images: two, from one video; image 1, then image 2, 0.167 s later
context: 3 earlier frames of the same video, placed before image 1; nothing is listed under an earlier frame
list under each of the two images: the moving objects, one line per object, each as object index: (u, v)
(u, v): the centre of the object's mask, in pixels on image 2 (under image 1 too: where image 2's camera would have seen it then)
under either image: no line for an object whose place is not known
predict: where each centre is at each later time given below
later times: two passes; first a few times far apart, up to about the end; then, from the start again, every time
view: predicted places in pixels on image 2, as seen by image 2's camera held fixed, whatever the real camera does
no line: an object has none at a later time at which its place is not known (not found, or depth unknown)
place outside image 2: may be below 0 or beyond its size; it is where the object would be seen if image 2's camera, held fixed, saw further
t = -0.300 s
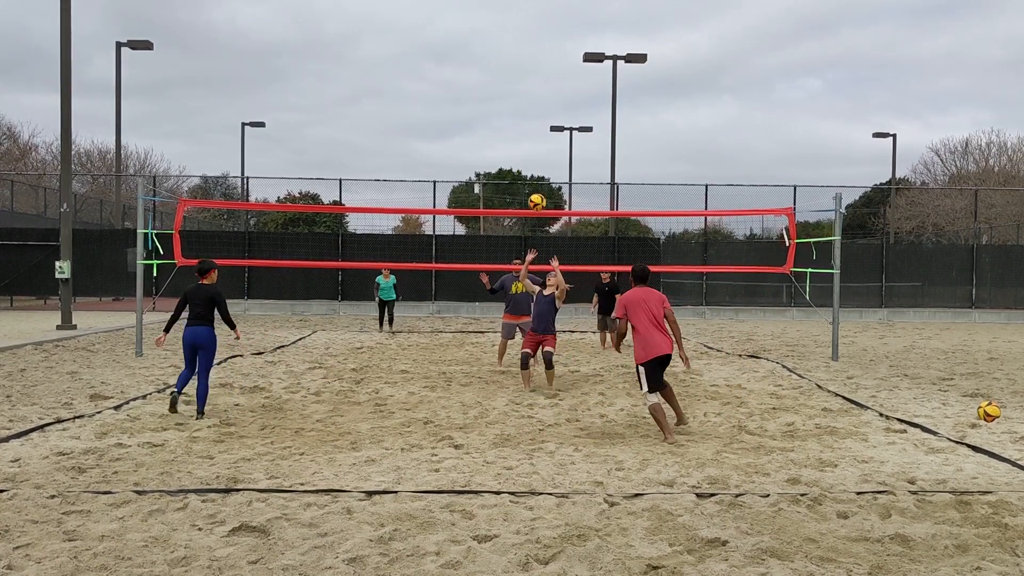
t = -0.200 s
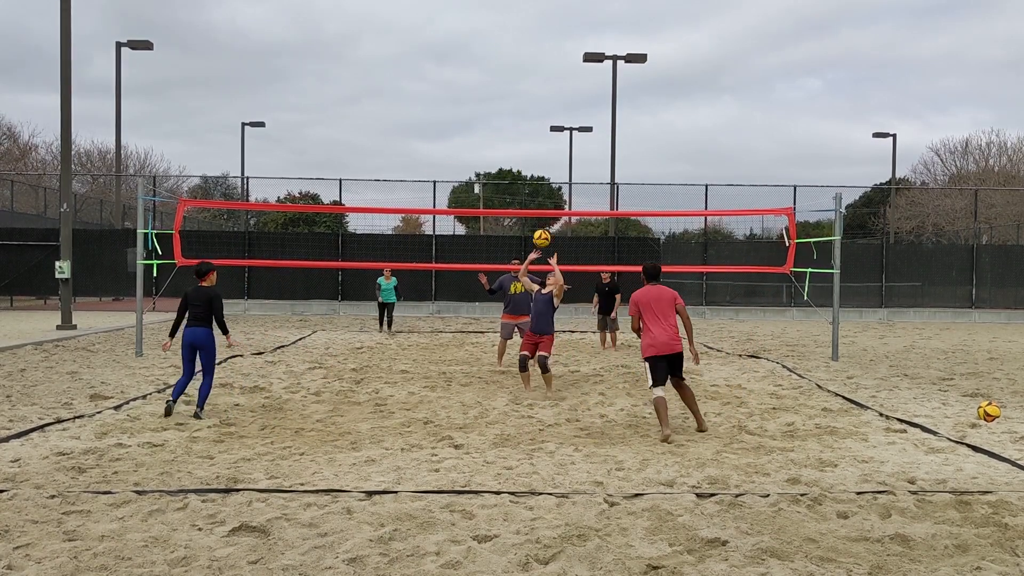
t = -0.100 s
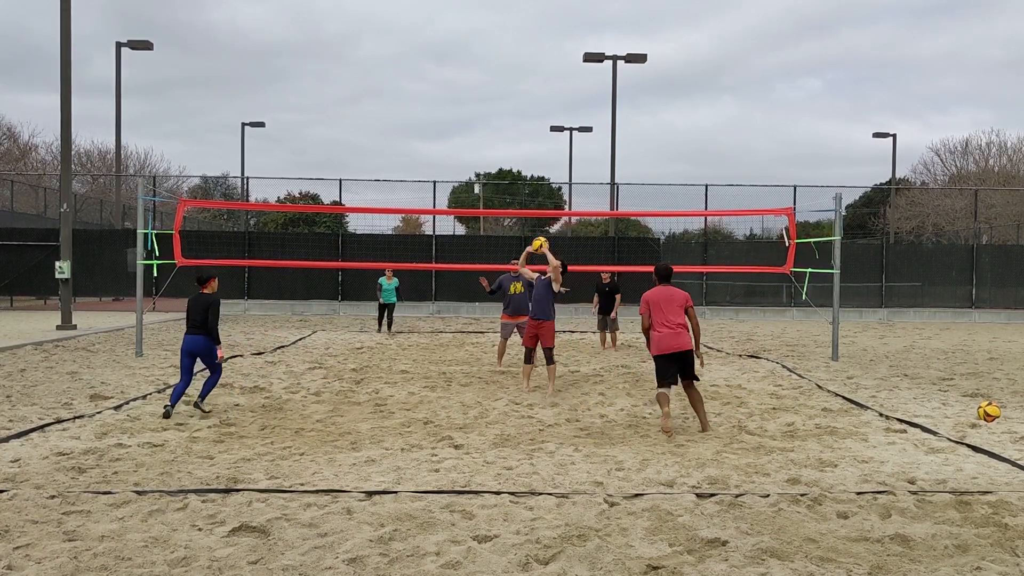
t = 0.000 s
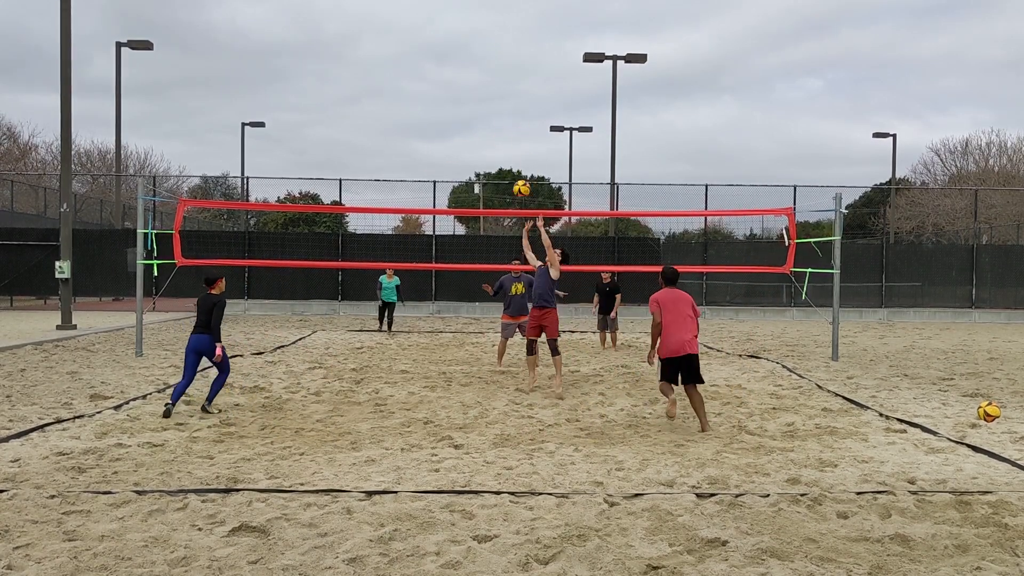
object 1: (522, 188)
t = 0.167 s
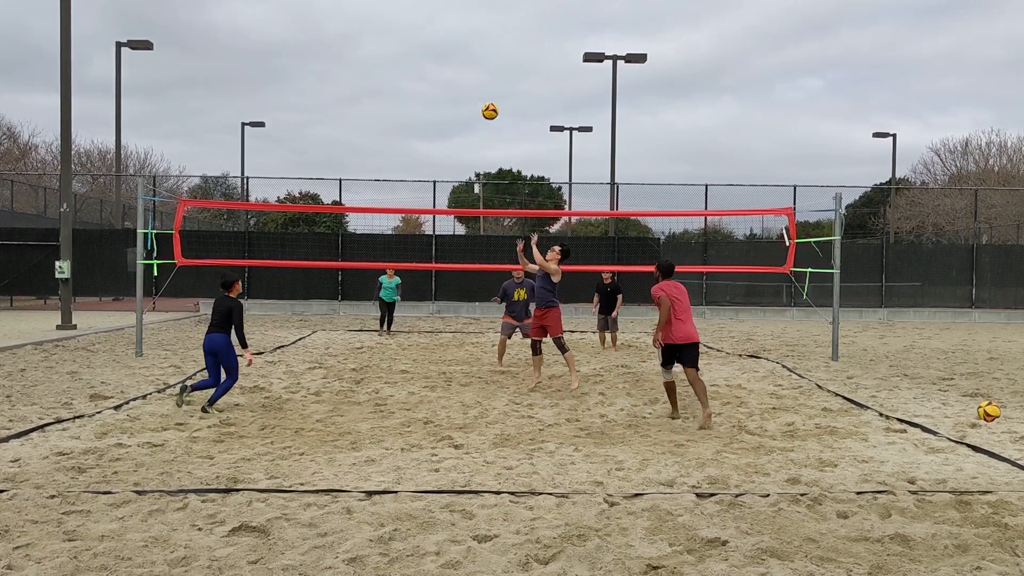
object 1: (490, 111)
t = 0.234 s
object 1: (477, 87)
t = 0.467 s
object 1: (436, 31)
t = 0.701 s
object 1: (396, 20)
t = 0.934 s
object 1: (358, 51)
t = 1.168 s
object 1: (331, 130)
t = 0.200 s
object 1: (483, 99)
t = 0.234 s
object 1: (477, 87)
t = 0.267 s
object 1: (471, 76)
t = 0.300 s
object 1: (466, 67)
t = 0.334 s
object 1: (460, 58)
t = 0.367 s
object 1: (454, 50)
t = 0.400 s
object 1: (447, 43)
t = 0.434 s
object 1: (442, 36)
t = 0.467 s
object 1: (436, 31)
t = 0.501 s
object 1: (430, 27)
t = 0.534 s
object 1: (424, 23)
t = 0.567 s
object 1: (419, 21)
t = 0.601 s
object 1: (413, 19)
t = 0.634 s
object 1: (407, 19)
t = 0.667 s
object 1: (401, 19)
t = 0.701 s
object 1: (396, 20)
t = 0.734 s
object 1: (390, 22)
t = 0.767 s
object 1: (384, 25)
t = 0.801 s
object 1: (379, 29)
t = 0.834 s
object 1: (374, 33)
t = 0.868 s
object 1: (369, 38)
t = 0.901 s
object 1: (363, 45)
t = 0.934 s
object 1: (358, 51)
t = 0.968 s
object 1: (359, 60)
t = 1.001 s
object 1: (350, 72)
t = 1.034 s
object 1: (350, 81)
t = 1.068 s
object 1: (345, 92)
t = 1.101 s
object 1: (341, 104)
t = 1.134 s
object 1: (335, 116)
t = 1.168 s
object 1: (331, 130)
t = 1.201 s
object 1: (326, 145)
